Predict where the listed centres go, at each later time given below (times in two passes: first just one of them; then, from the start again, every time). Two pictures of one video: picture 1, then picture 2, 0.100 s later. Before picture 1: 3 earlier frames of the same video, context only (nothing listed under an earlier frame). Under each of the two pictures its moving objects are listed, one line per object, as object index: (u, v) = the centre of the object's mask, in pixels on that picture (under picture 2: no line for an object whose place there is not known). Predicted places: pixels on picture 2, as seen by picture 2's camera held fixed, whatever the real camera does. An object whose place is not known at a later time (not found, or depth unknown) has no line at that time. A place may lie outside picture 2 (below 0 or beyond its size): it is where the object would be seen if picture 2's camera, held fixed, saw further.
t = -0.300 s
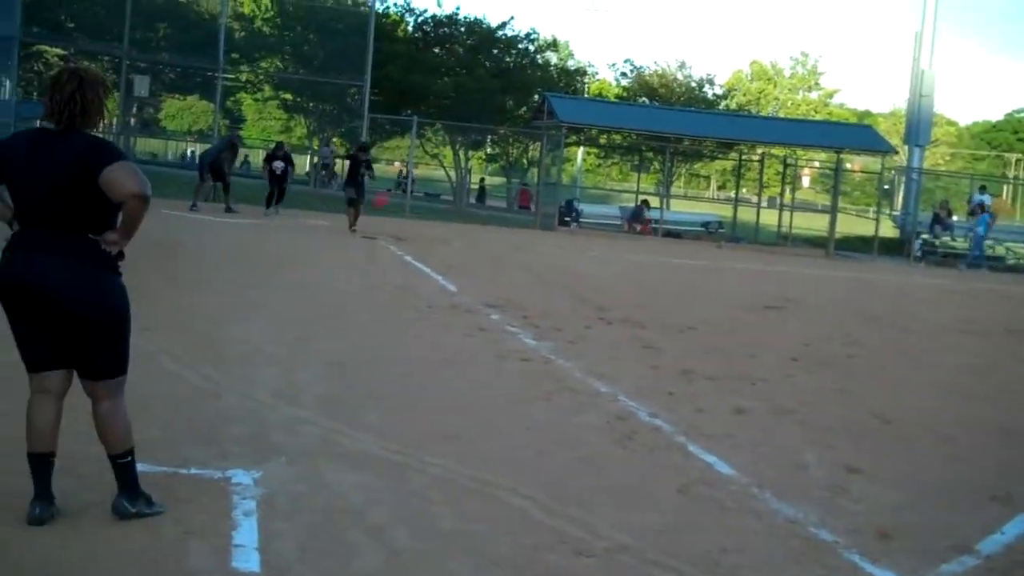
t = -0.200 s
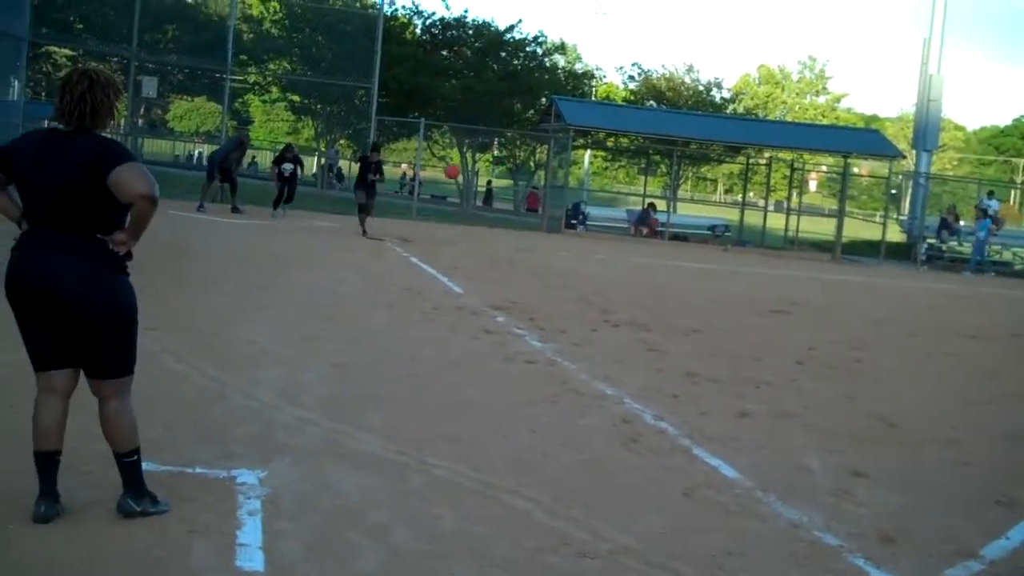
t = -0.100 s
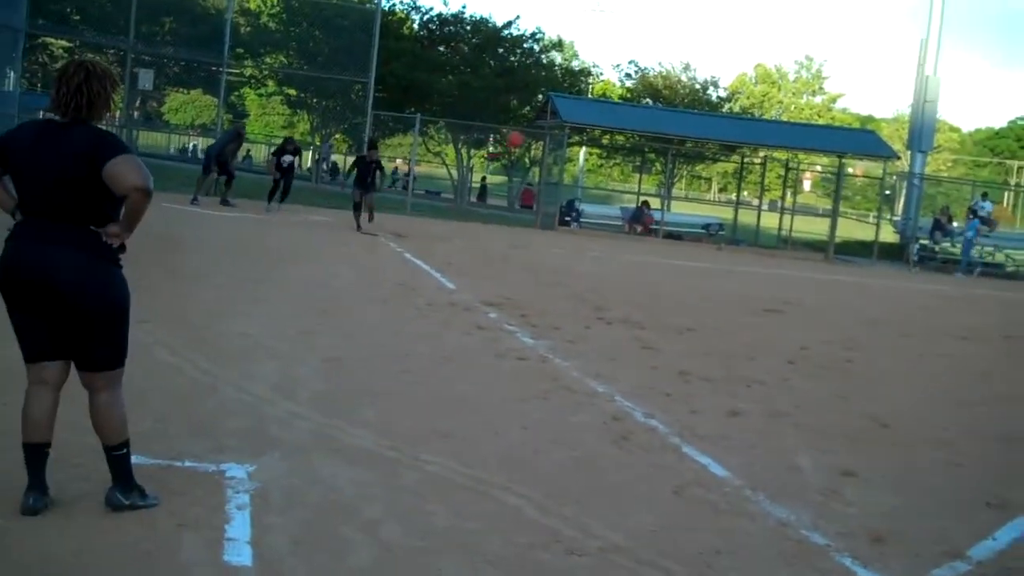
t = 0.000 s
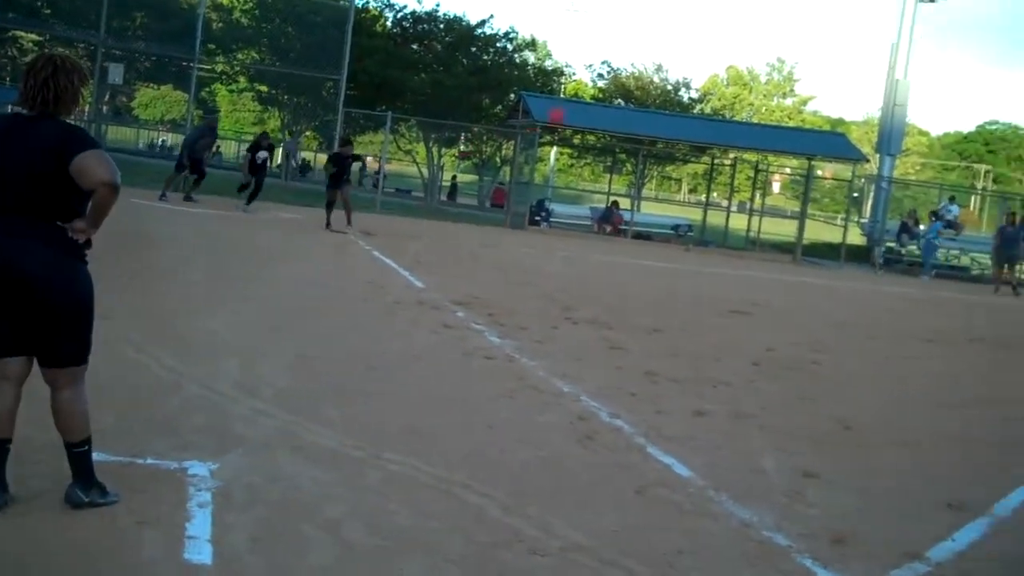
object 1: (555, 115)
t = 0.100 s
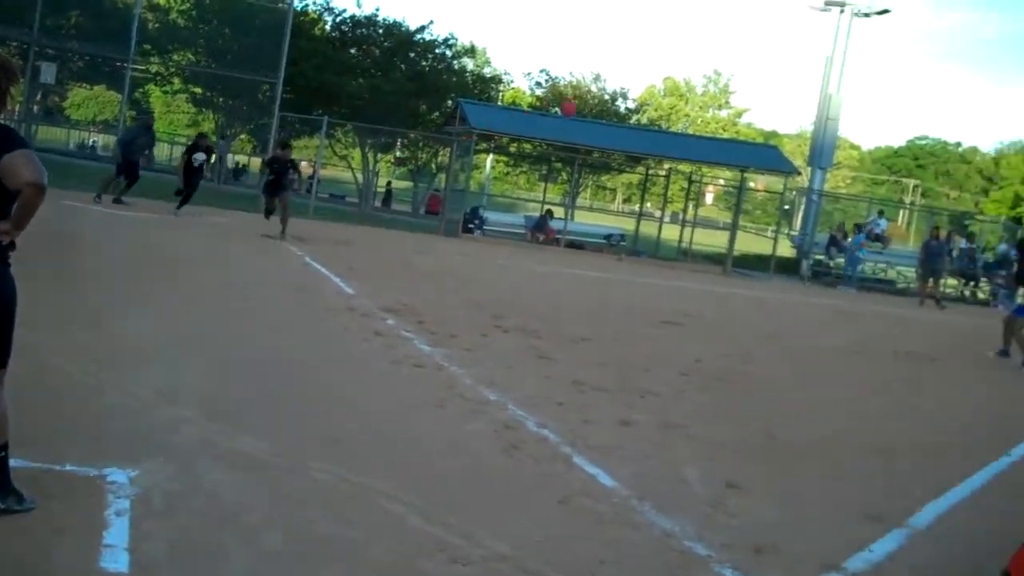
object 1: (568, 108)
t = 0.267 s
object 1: (696, 92)
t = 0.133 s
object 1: (594, 104)
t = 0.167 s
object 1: (618, 99)
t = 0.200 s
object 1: (644, 96)
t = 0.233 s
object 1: (670, 94)
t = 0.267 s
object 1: (696, 92)
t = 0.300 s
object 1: (722, 91)
